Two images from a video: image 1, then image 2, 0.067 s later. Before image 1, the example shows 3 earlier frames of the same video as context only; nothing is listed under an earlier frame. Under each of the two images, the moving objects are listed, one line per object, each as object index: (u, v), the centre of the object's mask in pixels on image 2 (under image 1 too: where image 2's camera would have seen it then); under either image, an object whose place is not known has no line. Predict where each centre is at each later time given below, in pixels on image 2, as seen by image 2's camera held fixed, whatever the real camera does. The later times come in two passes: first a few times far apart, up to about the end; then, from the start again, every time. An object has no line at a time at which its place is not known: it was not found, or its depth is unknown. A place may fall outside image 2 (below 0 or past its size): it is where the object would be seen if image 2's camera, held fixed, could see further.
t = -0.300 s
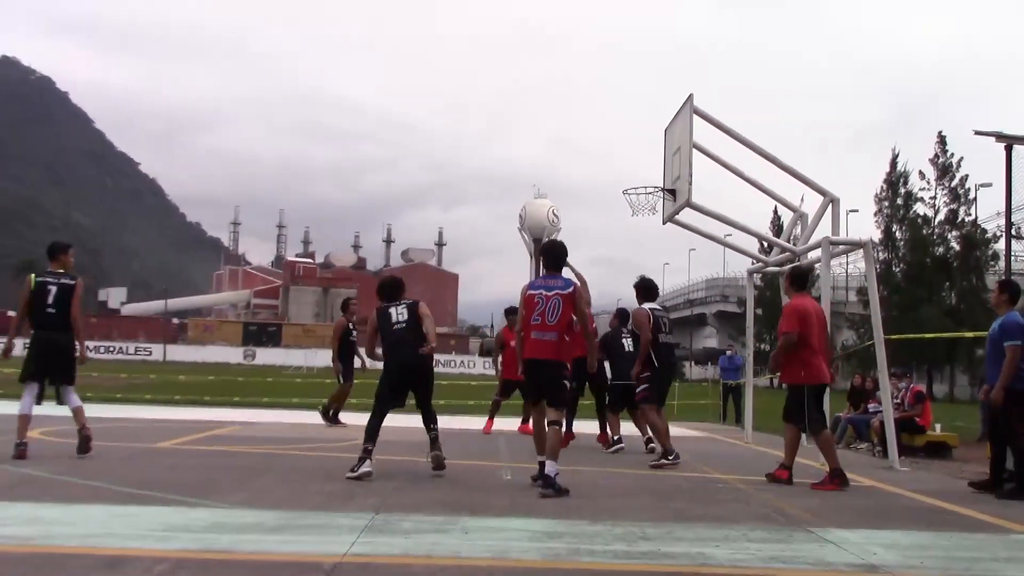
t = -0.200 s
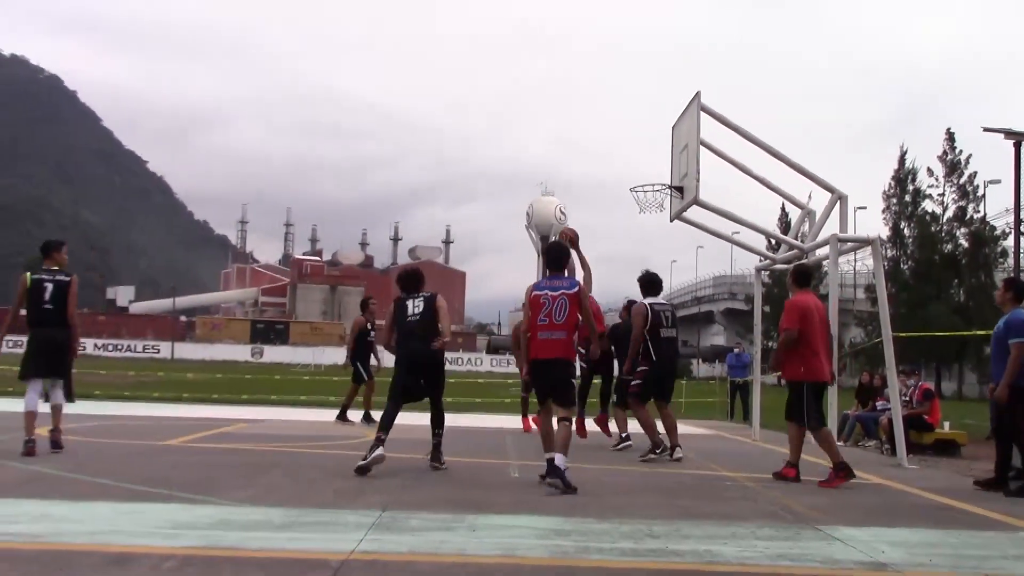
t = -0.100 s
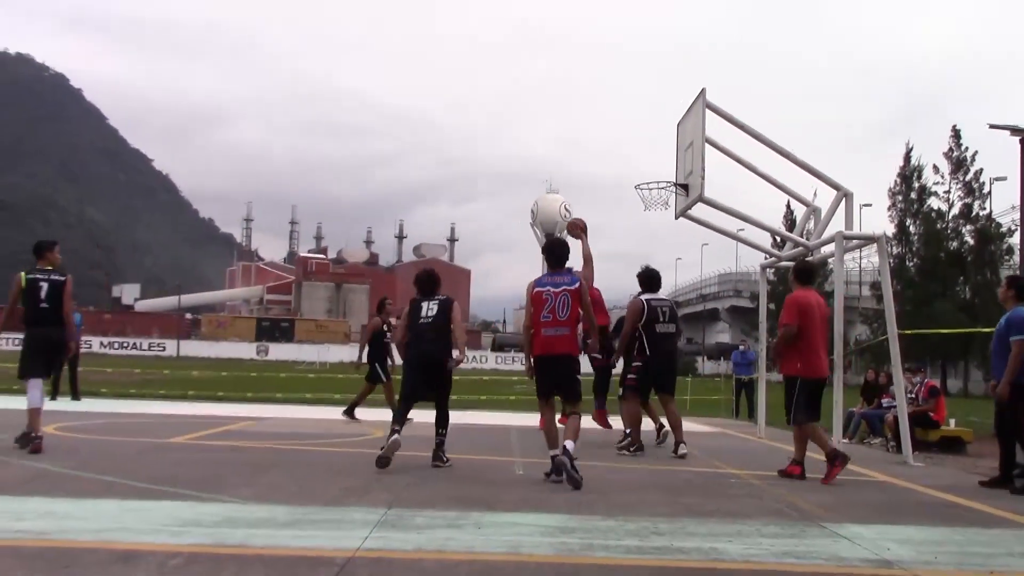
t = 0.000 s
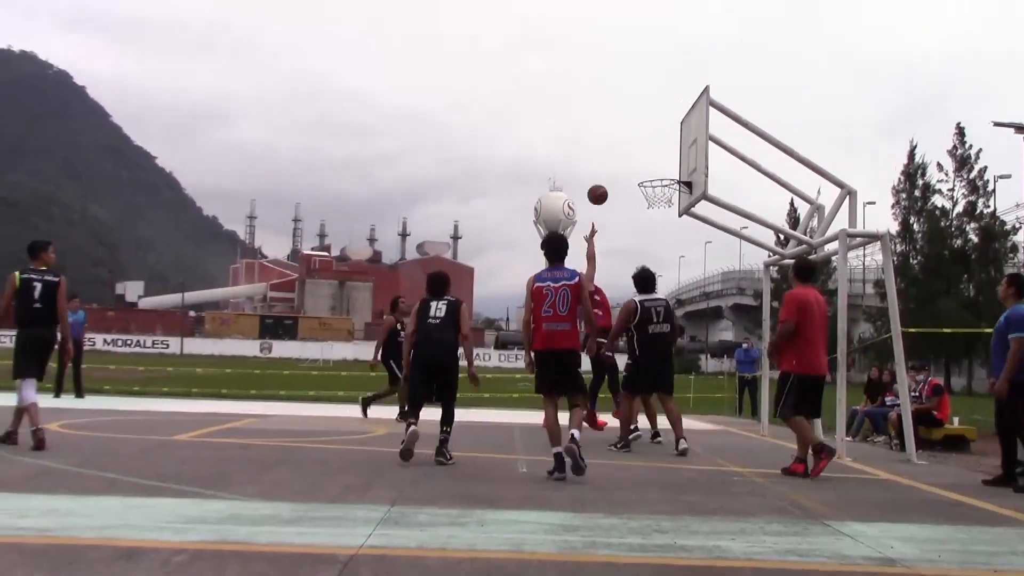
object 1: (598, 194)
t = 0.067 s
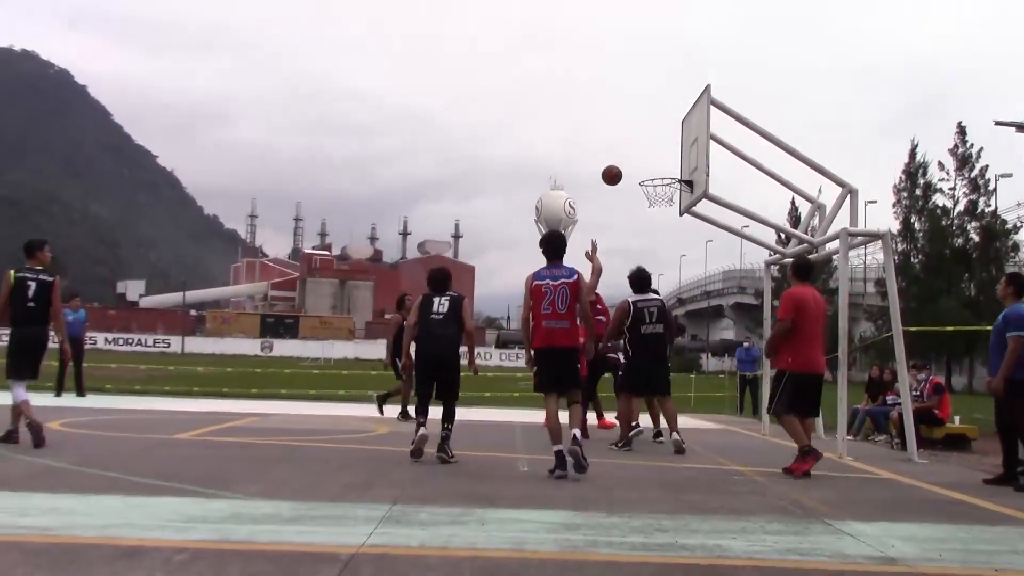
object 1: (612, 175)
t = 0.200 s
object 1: (638, 150)
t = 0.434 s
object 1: (683, 141)
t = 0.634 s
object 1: (661, 169)
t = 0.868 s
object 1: (625, 168)
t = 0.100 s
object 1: (618, 167)
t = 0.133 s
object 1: (625, 161)
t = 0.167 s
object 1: (631, 155)
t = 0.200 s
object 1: (638, 150)
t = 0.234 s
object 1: (645, 146)
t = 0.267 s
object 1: (651, 143)
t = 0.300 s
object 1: (658, 140)
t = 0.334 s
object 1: (664, 139)
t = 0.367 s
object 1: (670, 139)
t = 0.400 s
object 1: (677, 139)
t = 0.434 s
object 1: (683, 141)
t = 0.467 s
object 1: (686, 144)
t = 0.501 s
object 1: (680, 147)
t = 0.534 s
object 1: (676, 151)
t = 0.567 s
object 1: (671, 156)
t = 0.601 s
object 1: (666, 163)
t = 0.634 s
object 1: (661, 169)
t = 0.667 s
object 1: (656, 167)
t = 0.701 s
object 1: (651, 165)
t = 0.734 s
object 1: (645, 164)
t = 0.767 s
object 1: (640, 163)
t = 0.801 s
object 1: (635, 164)
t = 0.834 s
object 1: (630, 165)
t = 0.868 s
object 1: (625, 168)
